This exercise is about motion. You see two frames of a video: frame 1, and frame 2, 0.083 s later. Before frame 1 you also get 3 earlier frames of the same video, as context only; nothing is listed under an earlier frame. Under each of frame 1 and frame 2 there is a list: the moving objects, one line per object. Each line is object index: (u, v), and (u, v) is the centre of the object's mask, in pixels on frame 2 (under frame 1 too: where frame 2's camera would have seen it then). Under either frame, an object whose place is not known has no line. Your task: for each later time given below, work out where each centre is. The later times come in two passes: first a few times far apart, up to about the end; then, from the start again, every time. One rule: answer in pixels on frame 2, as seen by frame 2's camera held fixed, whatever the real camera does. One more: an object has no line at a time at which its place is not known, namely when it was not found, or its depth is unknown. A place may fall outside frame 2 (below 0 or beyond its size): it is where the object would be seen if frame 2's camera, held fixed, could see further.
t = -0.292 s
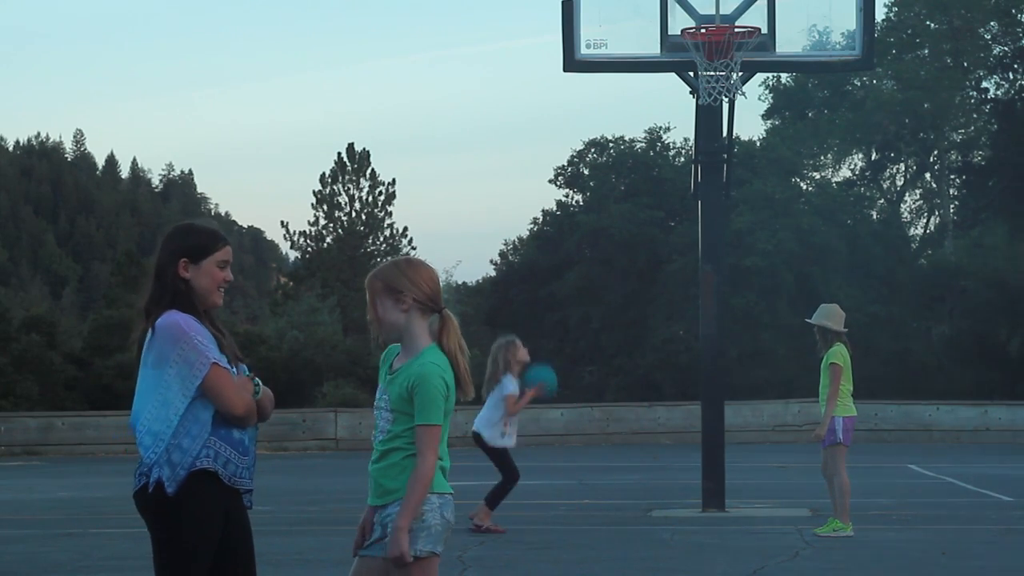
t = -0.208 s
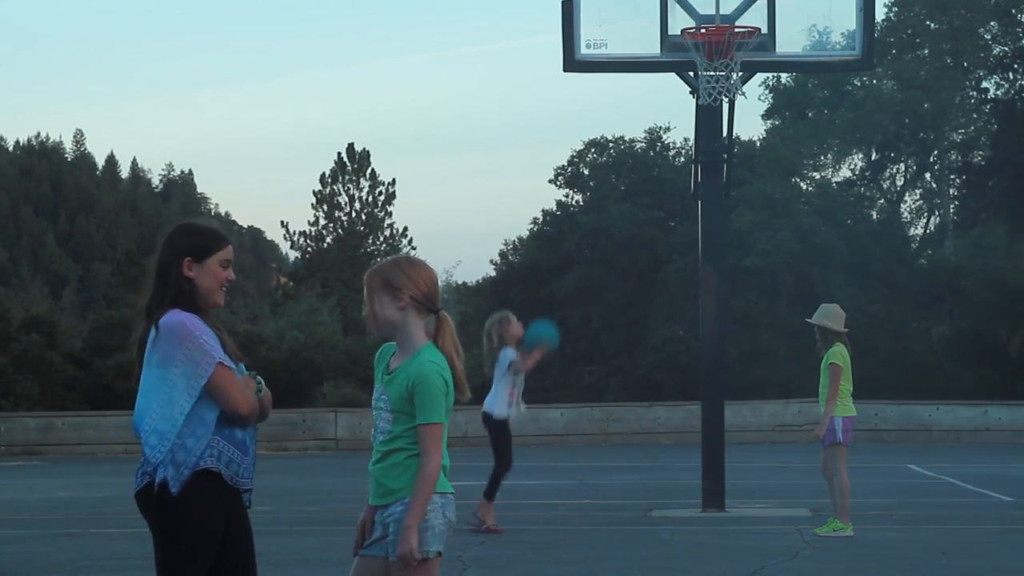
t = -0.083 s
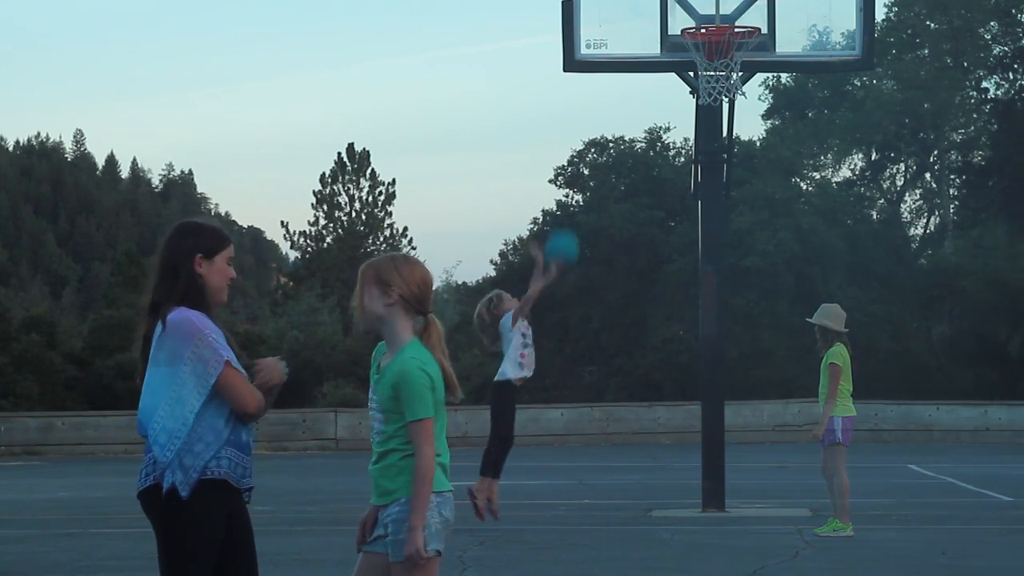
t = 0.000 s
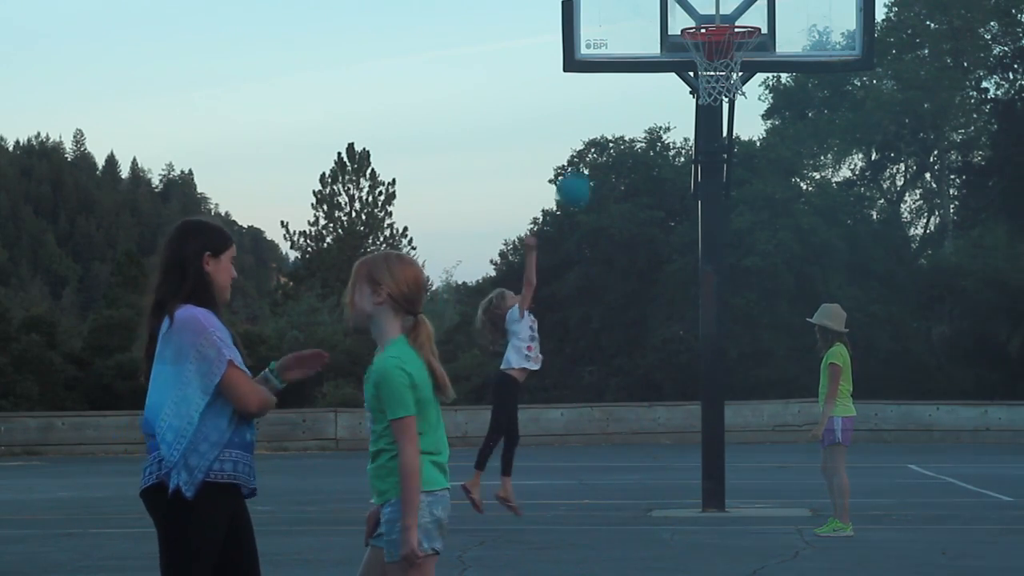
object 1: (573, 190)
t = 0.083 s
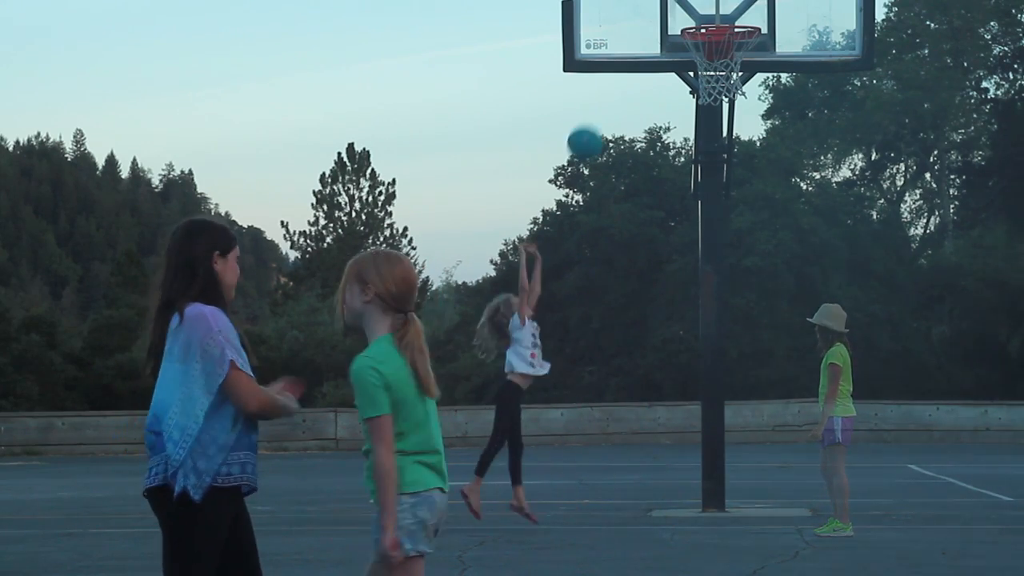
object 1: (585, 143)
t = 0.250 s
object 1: (608, 79)
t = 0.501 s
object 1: (644, 68)
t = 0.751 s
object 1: (682, 162)
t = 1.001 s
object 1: (720, 371)
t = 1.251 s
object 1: (750, 449)
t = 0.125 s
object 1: (590, 123)
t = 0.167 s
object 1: (596, 106)
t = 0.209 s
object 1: (602, 92)
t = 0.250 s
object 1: (608, 79)
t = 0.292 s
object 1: (614, 71)
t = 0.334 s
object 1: (620, 65)
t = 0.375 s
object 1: (626, 62)
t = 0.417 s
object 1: (632, 61)
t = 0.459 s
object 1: (638, 63)
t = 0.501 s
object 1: (644, 68)
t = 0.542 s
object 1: (650, 77)
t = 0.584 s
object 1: (657, 88)
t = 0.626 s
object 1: (663, 102)
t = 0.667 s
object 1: (669, 118)
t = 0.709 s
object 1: (675, 139)
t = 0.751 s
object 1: (682, 162)
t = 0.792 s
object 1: (687, 187)
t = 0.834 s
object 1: (694, 216)
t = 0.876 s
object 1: (700, 249)
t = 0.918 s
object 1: (707, 286)
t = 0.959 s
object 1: (713, 325)
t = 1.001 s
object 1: (720, 371)
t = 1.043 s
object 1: (726, 412)
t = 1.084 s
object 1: (734, 462)
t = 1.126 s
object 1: (740, 514)
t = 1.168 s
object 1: (744, 511)
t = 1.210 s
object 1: (748, 479)
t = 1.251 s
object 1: (750, 449)
